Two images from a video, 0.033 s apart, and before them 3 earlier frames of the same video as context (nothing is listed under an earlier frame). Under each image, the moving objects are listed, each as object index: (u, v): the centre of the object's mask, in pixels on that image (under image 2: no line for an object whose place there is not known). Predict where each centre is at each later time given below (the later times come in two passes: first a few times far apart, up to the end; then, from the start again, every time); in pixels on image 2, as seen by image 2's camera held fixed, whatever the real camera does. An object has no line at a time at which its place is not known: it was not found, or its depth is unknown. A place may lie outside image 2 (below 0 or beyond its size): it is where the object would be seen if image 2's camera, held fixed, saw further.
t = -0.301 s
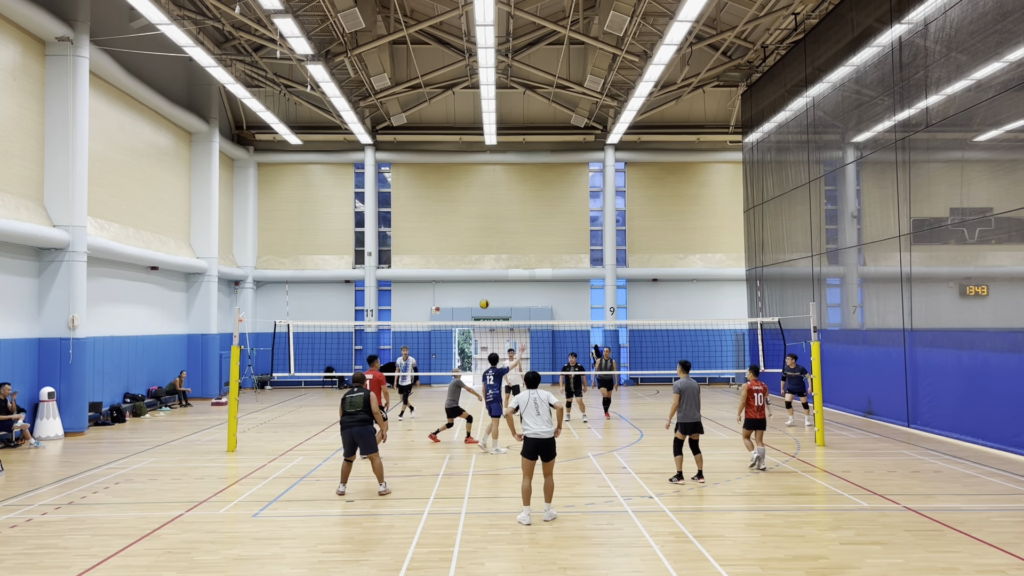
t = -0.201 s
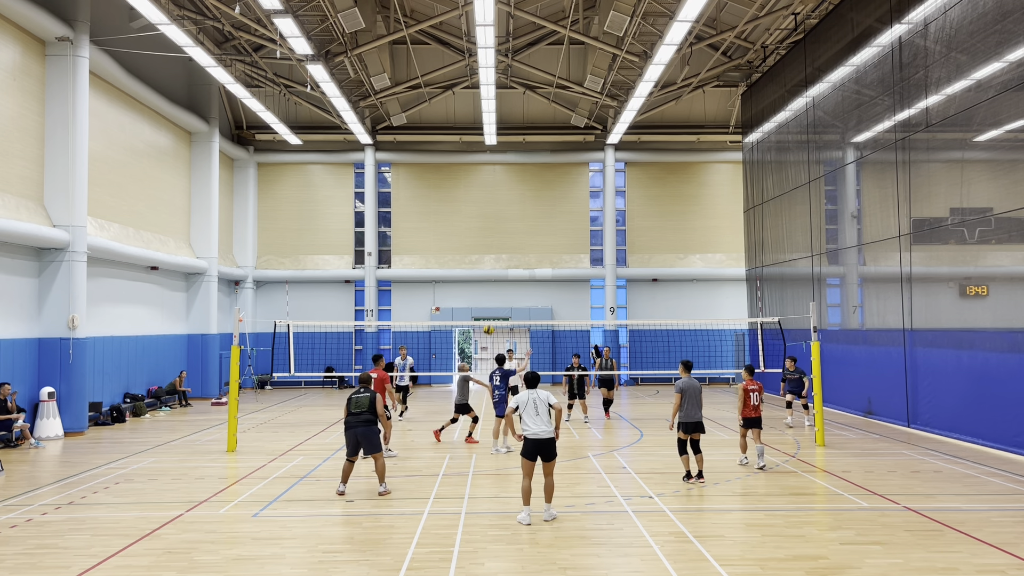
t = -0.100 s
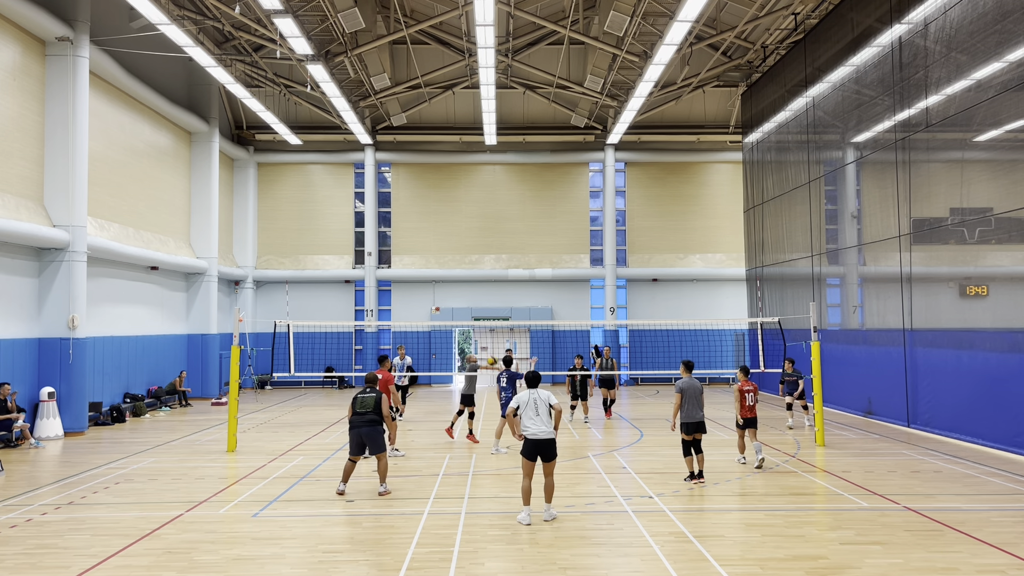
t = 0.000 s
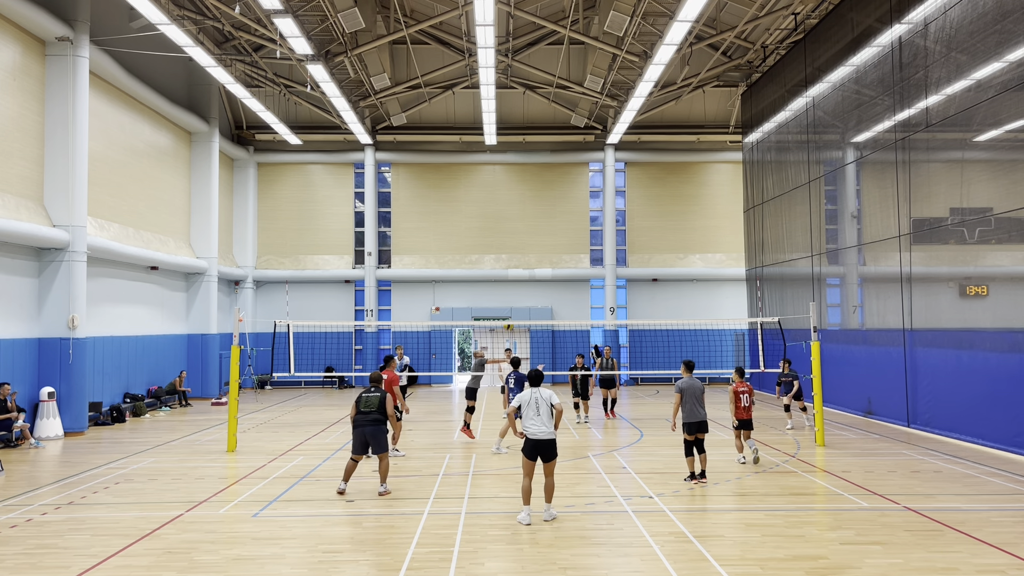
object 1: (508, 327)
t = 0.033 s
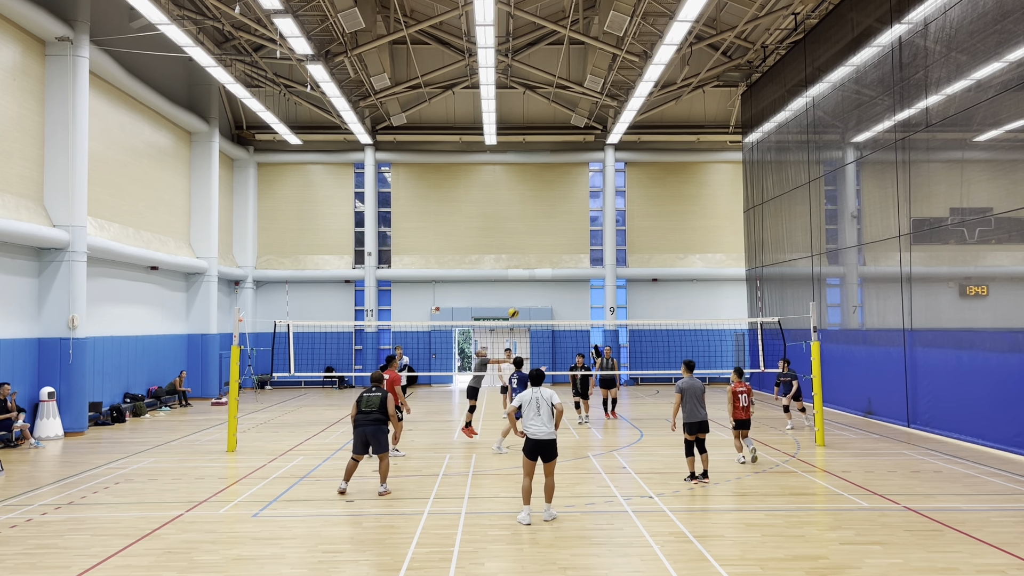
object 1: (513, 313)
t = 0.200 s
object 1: (539, 263)
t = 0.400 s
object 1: (569, 222)
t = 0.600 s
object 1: (599, 202)
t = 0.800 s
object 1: (627, 201)
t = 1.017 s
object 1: (658, 222)
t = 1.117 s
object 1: (671, 239)
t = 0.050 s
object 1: (516, 307)
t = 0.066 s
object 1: (518, 302)
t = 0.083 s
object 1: (521, 296)
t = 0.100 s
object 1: (524, 290)
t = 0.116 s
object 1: (526, 285)
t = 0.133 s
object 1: (529, 281)
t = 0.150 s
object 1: (531, 276)
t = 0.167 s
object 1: (534, 271)
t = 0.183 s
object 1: (536, 267)
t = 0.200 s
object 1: (539, 263)
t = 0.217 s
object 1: (542, 258)
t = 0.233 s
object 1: (544, 254)
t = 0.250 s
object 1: (547, 250)
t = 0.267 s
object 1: (549, 246)
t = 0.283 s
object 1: (552, 243)
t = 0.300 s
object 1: (554, 240)
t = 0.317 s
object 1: (557, 236)
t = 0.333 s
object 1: (560, 233)
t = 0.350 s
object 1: (562, 230)
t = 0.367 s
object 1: (564, 227)
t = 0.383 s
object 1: (567, 224)
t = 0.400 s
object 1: (569, 222)
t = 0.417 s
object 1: (572, 219)
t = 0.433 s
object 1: (574, 217)
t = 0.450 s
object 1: (577, 215)
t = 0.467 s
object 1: (579, 213)
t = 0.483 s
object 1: (581, 211)
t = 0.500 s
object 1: (584, 209)
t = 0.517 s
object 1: (586, 208)
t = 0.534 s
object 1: (589, 206)
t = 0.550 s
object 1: (591, 205)
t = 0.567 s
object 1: (594, 204)
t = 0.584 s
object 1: (596, 203)
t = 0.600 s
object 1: (599, 202)
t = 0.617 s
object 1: (601, 201)
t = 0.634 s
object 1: (604, 200)
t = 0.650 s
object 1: (606, 199)
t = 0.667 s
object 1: (608, 199)
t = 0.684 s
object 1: (611, 199)
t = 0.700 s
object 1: (613, 199)
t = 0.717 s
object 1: (616, 199)
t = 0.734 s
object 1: (618, 199)
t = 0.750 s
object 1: (620, 199)
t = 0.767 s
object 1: (623, 199)
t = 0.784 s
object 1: (625, 200)
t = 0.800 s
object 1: (627, 201)
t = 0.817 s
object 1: (630, 201)
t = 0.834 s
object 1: (632, 202)
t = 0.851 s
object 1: (635, 203)
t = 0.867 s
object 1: (637, 205)
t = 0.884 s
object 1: (639, 206)
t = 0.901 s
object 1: (642, 208)
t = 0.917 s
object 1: (644, 209)
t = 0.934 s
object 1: (646, 211)
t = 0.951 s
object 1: (649, 213)
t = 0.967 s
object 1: (651, 215)
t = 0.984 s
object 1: (653, 217)
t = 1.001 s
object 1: (656, 219)
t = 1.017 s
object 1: (658, 222)
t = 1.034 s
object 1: (660, 224)
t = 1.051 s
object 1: (662, 227)
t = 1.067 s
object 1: (665, 230)
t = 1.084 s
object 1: (667, 233)
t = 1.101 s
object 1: (669, 236)
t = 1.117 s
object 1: (671, 239)
